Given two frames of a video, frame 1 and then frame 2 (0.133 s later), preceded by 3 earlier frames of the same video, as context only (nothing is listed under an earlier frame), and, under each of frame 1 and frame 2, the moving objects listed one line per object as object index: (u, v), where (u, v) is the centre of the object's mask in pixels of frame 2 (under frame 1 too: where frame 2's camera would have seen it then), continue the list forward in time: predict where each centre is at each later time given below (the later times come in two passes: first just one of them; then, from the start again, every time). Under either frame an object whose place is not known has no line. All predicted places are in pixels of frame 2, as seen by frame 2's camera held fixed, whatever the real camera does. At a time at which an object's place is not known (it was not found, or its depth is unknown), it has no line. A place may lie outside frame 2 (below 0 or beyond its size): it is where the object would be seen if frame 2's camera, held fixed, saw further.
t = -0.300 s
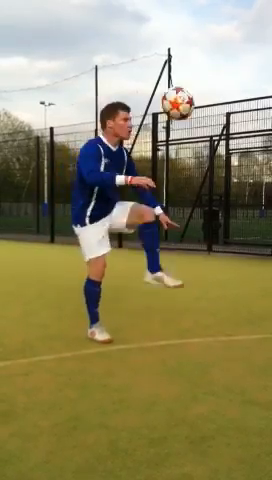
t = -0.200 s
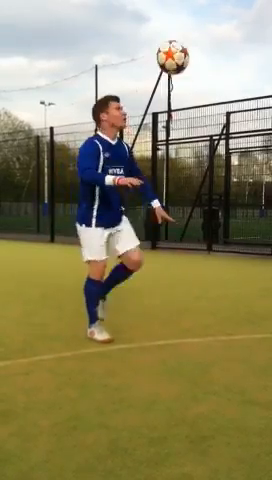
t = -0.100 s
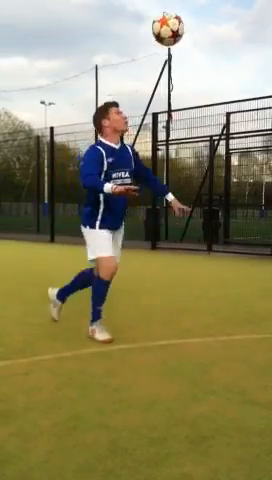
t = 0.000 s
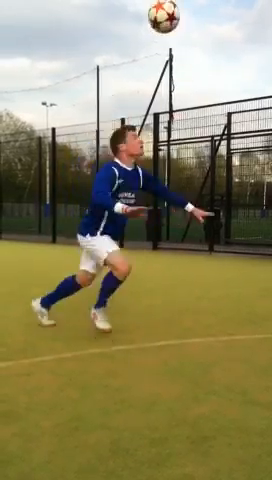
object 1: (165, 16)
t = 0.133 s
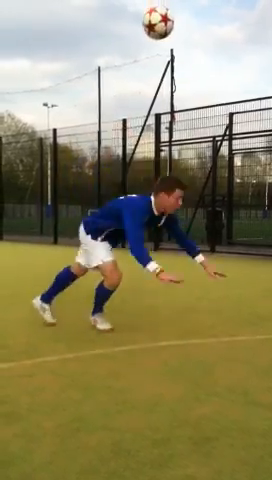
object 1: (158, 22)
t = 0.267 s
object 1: (150, 53)
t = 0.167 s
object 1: (156, 28)
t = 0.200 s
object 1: (154, 35)
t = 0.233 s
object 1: (152, 43)
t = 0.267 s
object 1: (150, 53)
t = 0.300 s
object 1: (148, 64)
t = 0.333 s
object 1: (146, 78)
